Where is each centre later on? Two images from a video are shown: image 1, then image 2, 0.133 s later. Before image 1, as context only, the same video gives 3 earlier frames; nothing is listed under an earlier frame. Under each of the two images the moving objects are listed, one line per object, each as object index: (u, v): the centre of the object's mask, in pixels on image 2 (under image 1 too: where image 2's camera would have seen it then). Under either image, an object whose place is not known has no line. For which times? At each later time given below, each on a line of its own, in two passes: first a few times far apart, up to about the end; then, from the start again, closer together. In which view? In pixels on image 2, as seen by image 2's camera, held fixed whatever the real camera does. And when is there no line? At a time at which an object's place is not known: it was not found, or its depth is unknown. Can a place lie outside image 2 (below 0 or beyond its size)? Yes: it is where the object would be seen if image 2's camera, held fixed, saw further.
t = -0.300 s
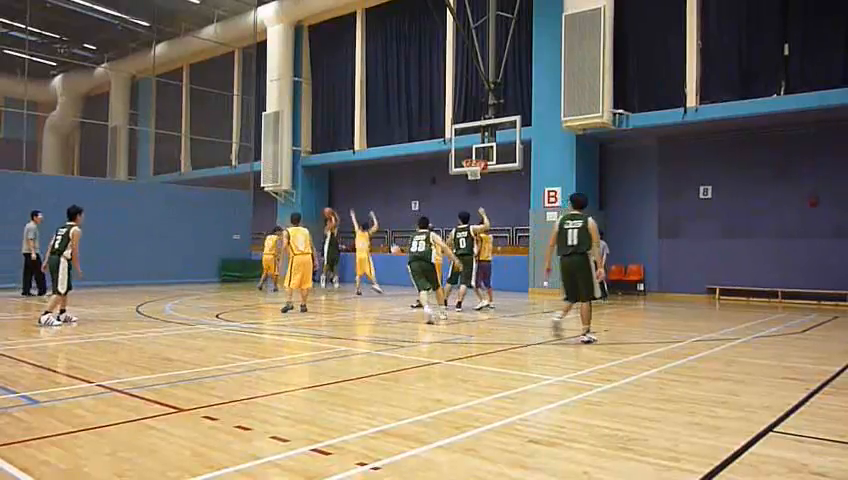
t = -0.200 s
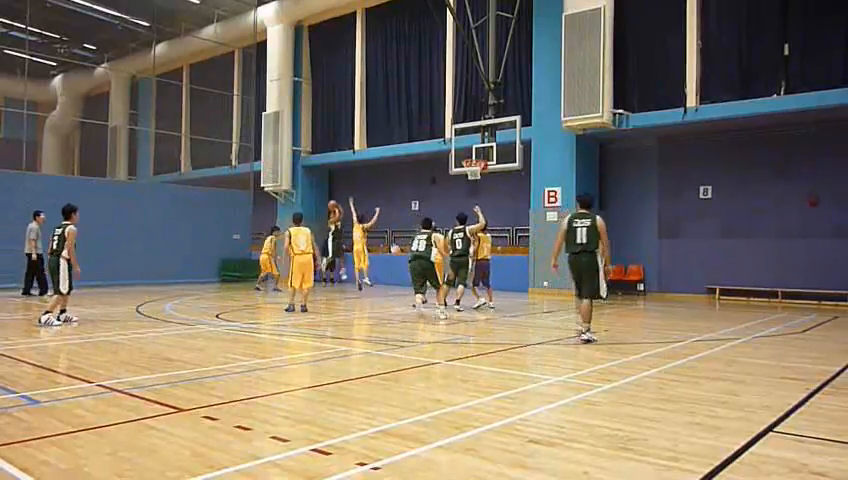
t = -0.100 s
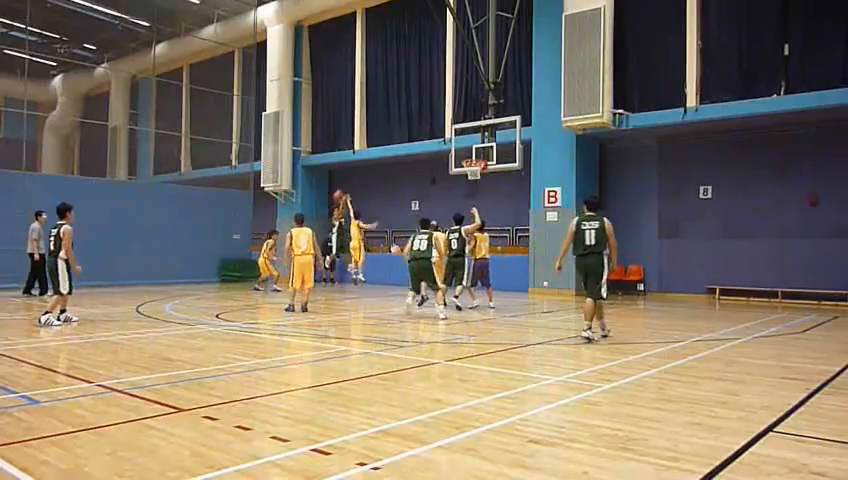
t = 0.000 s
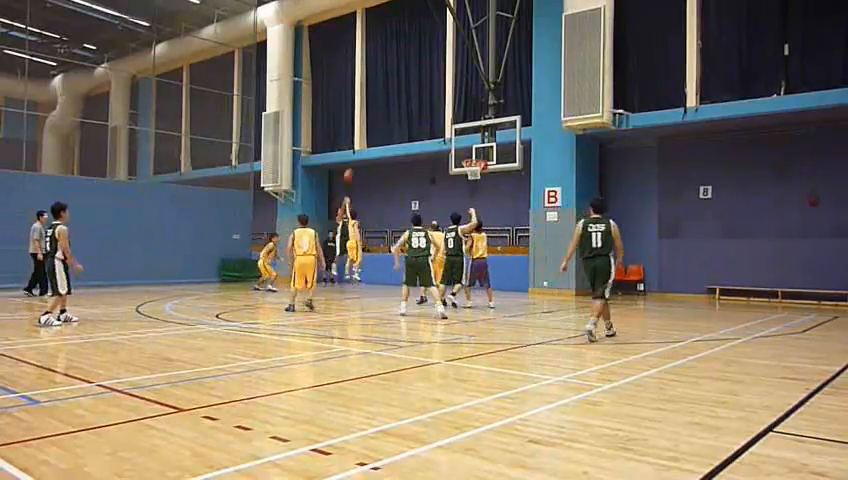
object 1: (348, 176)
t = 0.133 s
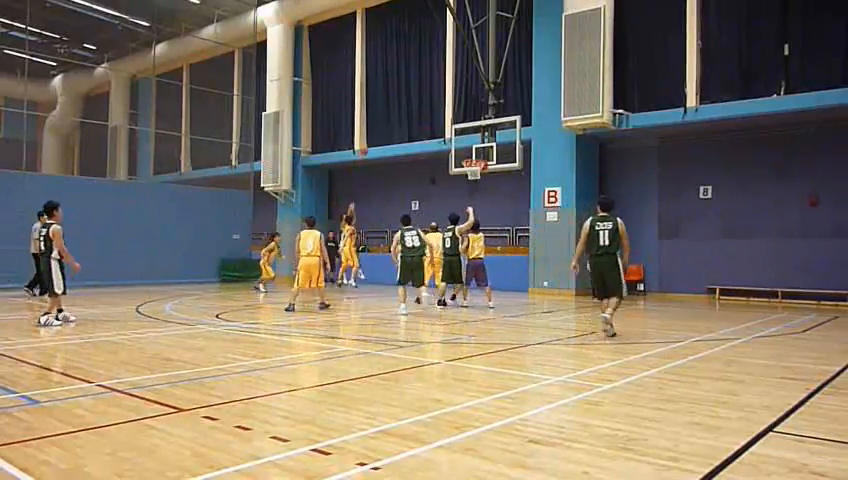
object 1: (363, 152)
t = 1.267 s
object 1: (488, 140)
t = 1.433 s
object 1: (498, 149)
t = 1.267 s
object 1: (488, 140)
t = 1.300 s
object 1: (490, 140)
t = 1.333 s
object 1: (491, 141)
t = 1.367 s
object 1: (492, 143)
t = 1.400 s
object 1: (496, 147)
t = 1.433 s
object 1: (498, 149)
